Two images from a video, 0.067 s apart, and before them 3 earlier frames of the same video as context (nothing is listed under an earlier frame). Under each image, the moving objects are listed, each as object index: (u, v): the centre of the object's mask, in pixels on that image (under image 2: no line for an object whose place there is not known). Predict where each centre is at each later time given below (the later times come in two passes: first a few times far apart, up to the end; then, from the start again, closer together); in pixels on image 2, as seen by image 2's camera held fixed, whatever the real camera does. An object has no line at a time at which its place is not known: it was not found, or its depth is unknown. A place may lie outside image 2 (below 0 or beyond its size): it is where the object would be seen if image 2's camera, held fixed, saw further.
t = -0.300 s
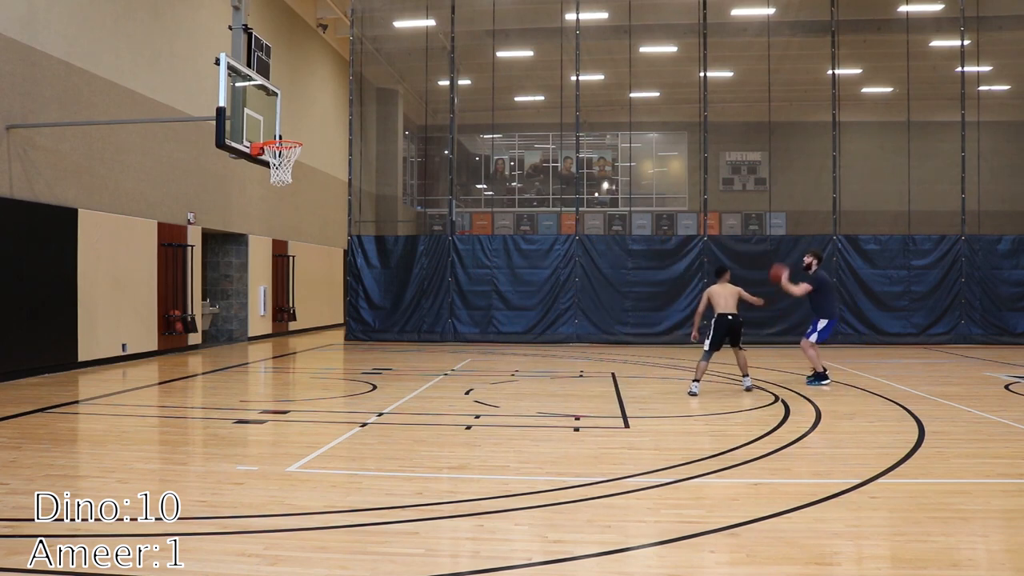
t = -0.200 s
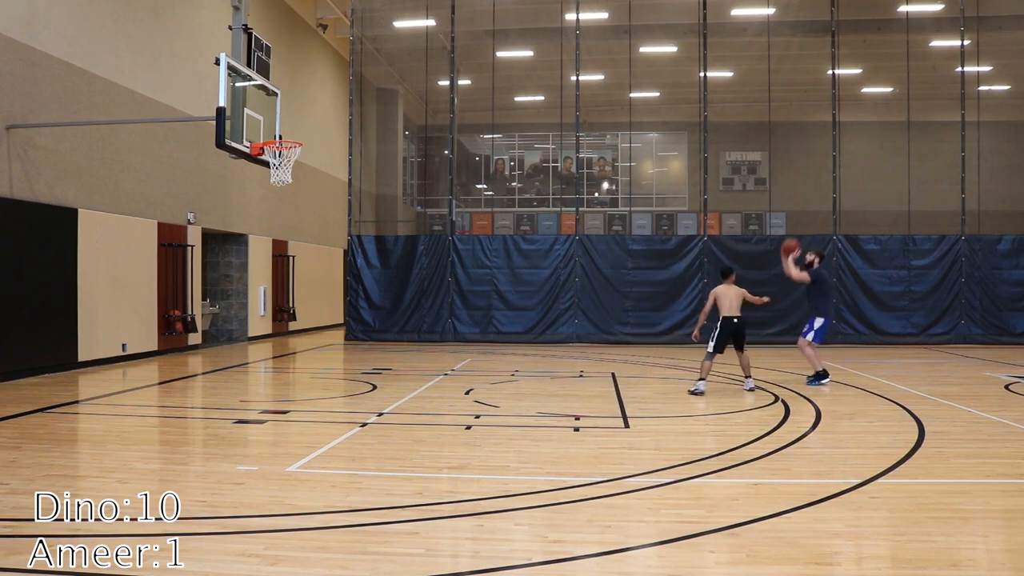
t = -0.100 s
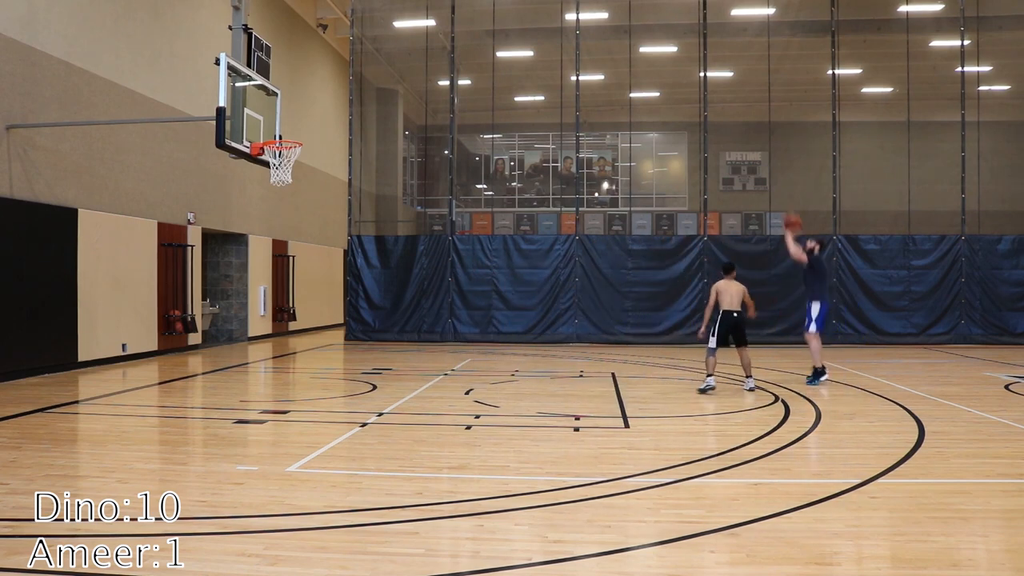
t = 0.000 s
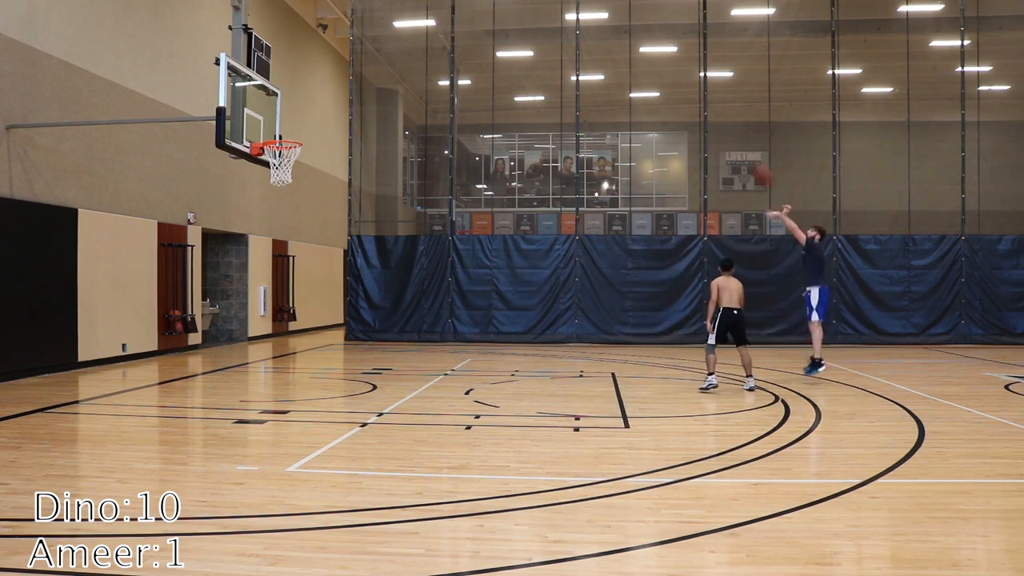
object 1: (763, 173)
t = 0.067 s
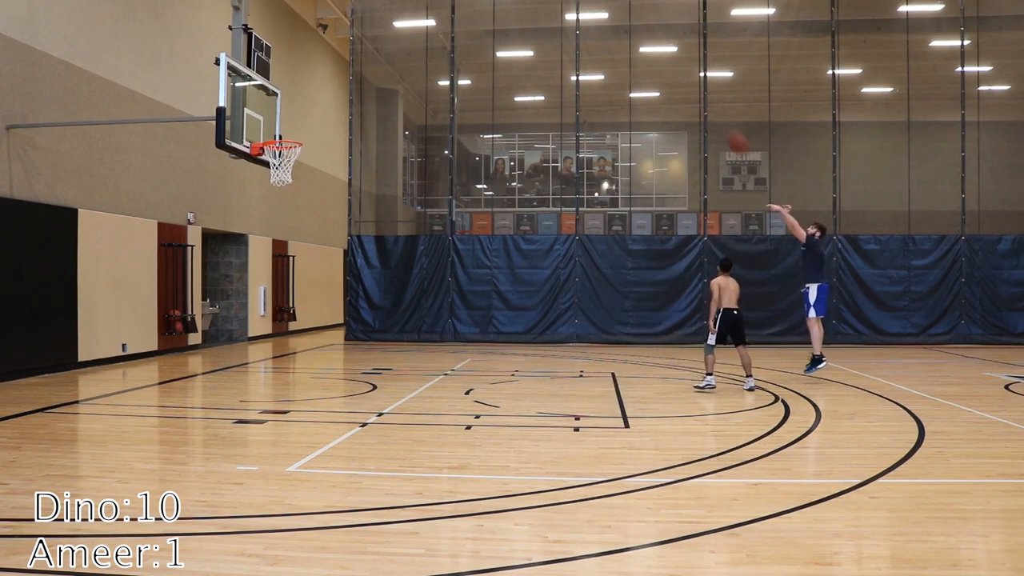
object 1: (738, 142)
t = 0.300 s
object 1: (652, 60)
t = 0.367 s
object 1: (626, 40)
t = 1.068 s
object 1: (364, 56)
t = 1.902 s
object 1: (271, 195)
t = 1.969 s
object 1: (273, 213)
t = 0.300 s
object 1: (652, 60)
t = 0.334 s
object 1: (637, 49)
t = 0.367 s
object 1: (626, 40)
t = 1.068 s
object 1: (364, 56)
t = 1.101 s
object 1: (353, 65)
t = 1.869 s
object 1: (270, 188)
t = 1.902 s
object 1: (271, 195)
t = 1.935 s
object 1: (272, 204)
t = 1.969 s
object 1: (273, 213)
